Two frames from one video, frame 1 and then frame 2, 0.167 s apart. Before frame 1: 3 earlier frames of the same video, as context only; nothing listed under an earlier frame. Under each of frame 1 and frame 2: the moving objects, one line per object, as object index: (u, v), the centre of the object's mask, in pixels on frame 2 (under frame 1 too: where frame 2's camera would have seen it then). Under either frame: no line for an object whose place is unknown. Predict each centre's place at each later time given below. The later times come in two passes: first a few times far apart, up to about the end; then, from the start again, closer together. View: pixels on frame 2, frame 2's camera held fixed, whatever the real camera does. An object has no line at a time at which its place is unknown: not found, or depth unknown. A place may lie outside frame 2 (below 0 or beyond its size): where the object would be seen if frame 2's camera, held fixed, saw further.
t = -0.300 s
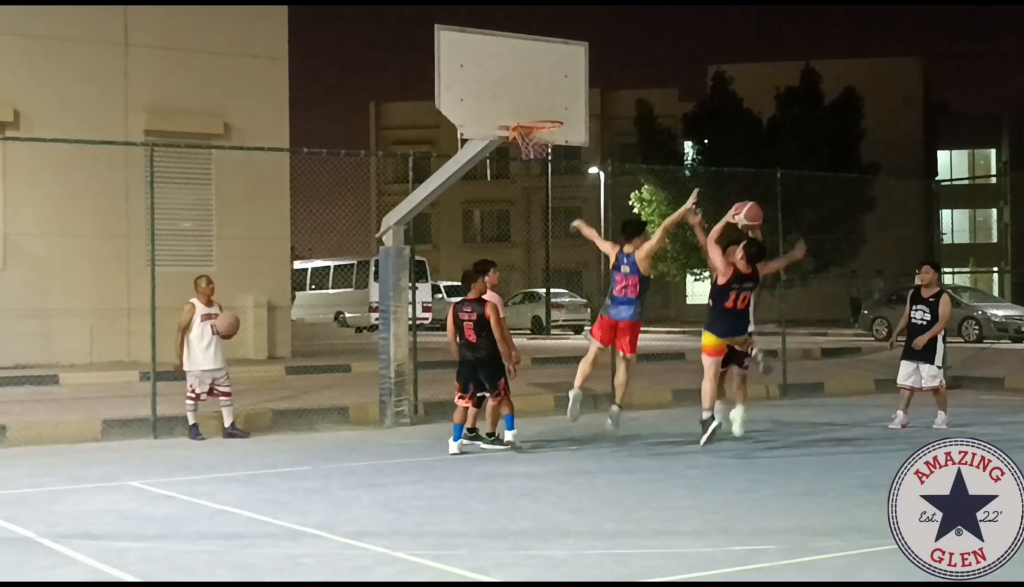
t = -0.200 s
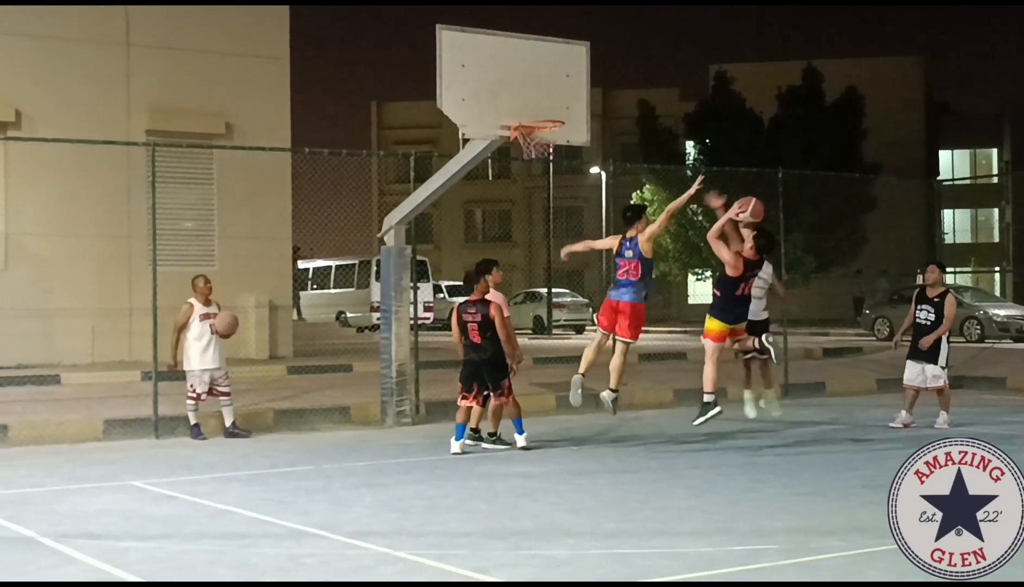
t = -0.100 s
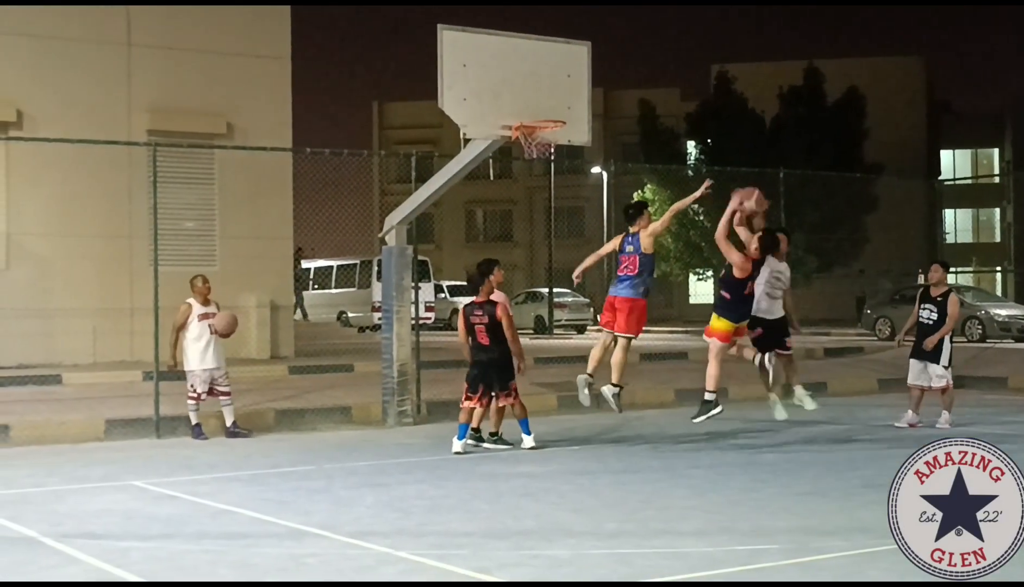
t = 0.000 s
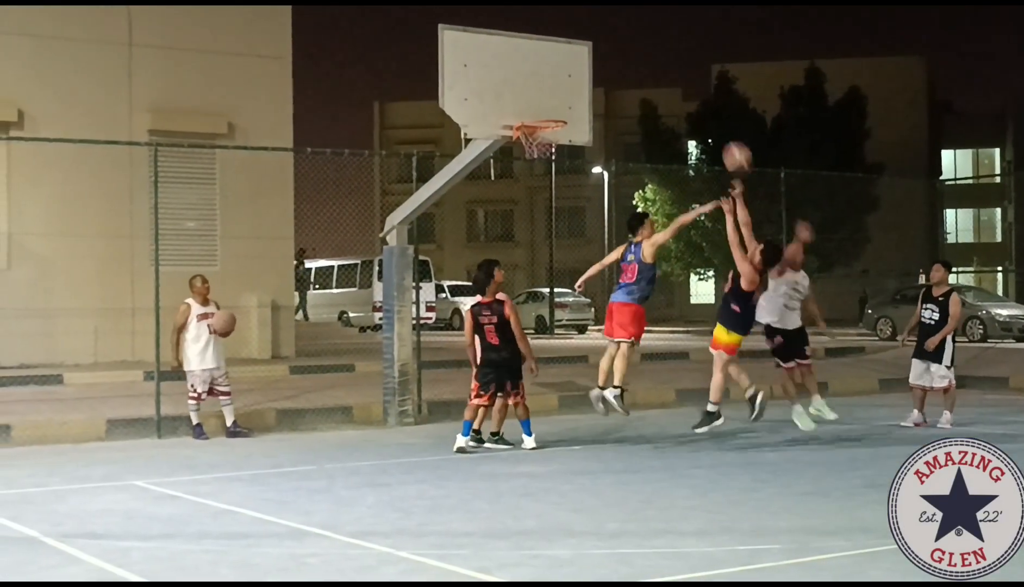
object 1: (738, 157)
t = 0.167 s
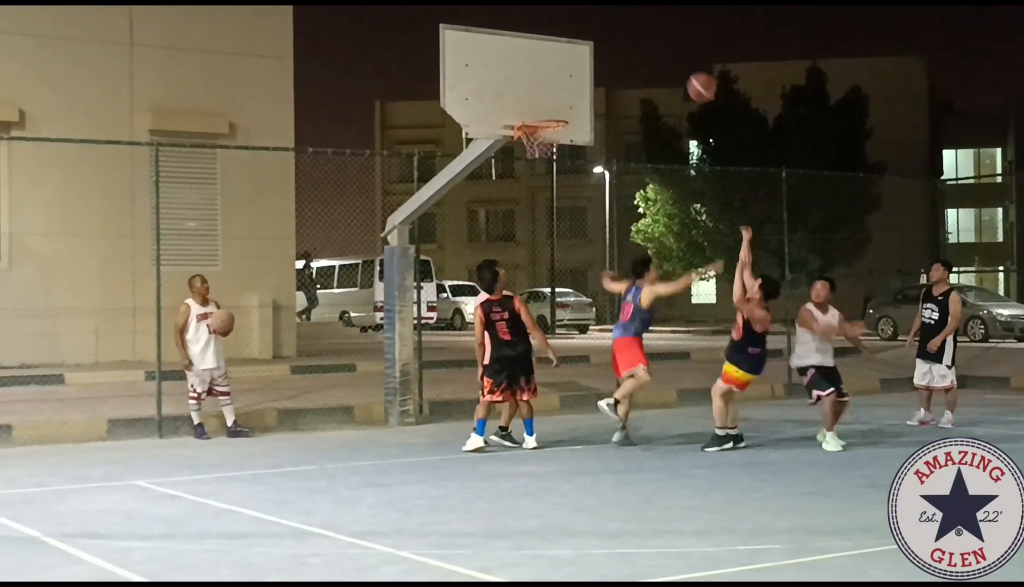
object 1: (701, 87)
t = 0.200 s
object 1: (694, 78)
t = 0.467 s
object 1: (641, 44)
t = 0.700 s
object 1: (598, 76)
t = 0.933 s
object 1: (586, 144)
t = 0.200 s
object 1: (694, 78)
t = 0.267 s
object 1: (680, 62)
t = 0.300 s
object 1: (673, 56)
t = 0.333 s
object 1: (667, 51)
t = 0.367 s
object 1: (660, 48)
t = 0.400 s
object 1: (653, 46)
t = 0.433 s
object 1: (647, 44)
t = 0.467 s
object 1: (641, 44)
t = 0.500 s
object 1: (634, 46)
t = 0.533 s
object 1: (628, 48)
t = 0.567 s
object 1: (622, 52)
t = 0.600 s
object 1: (615, 56)
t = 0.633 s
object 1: (610, 62)
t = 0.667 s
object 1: (604, 69)
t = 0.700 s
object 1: (598, 76)
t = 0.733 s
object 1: (592, 87)
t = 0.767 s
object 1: (586, 97)
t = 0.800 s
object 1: (582, 107)
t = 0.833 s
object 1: (577, 119)
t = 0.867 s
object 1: (579, 127)
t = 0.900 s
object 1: (583, 135)
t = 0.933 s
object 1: (586, 144)
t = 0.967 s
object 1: (589, 153)
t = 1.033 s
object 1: (596, 174)
